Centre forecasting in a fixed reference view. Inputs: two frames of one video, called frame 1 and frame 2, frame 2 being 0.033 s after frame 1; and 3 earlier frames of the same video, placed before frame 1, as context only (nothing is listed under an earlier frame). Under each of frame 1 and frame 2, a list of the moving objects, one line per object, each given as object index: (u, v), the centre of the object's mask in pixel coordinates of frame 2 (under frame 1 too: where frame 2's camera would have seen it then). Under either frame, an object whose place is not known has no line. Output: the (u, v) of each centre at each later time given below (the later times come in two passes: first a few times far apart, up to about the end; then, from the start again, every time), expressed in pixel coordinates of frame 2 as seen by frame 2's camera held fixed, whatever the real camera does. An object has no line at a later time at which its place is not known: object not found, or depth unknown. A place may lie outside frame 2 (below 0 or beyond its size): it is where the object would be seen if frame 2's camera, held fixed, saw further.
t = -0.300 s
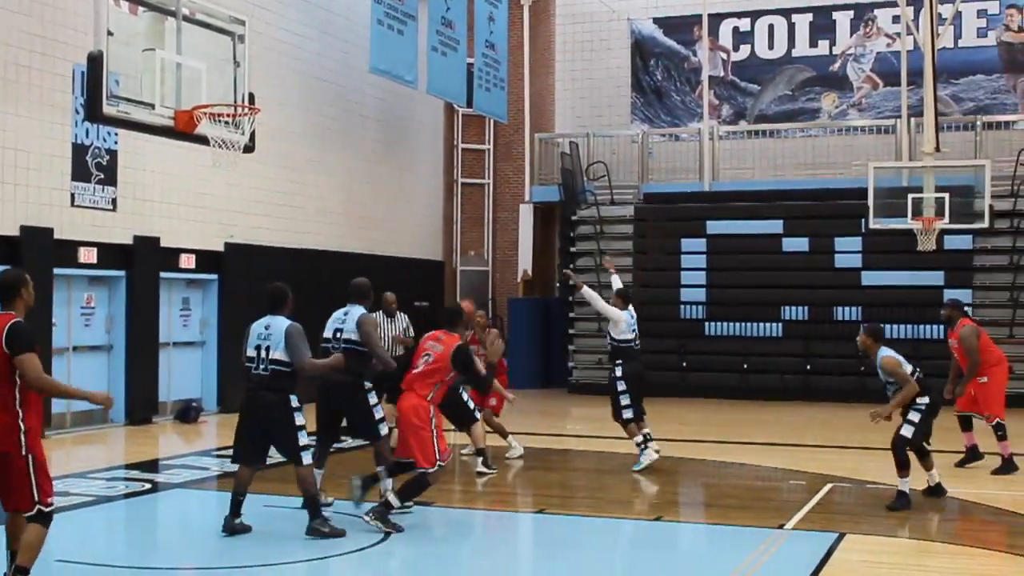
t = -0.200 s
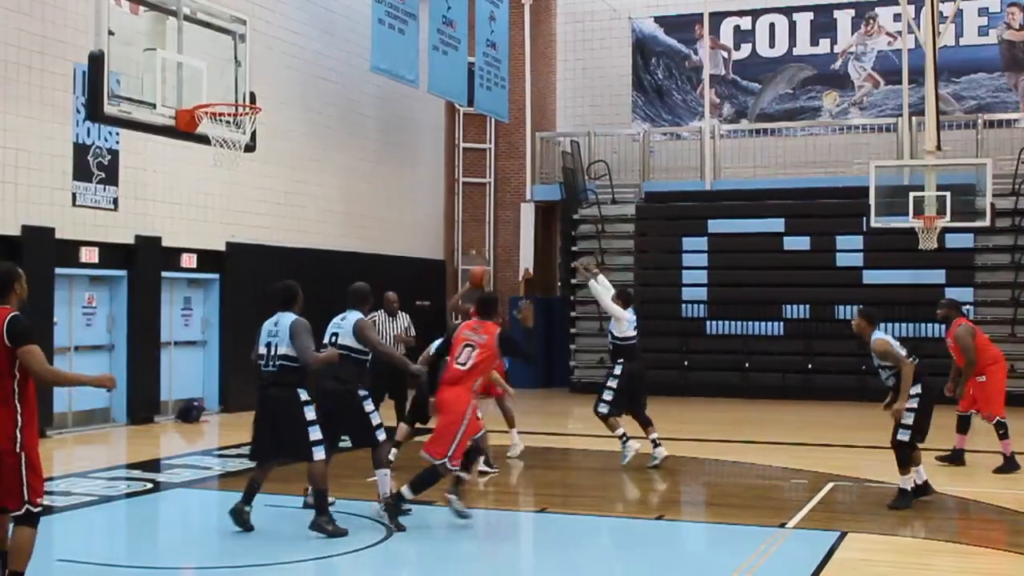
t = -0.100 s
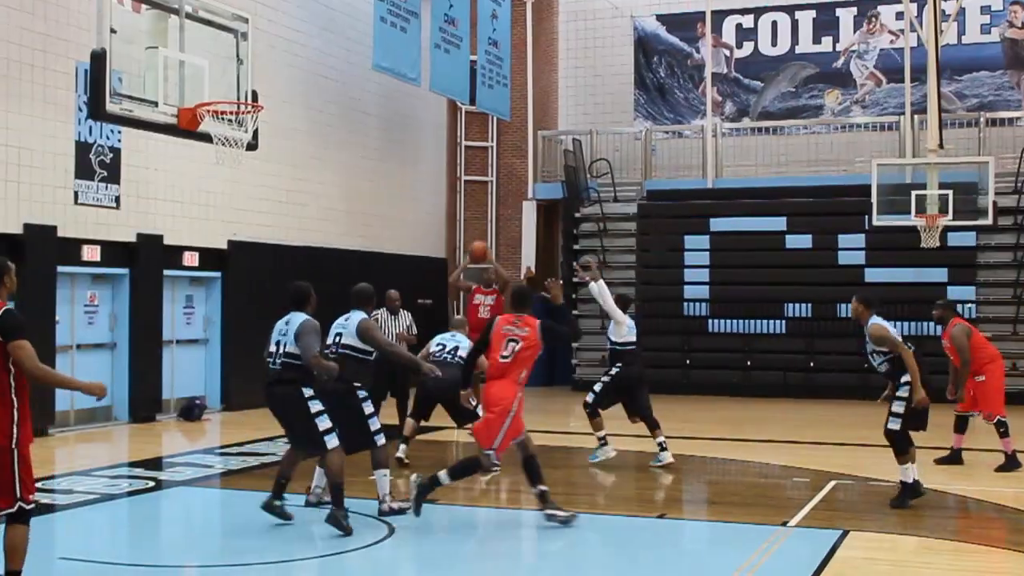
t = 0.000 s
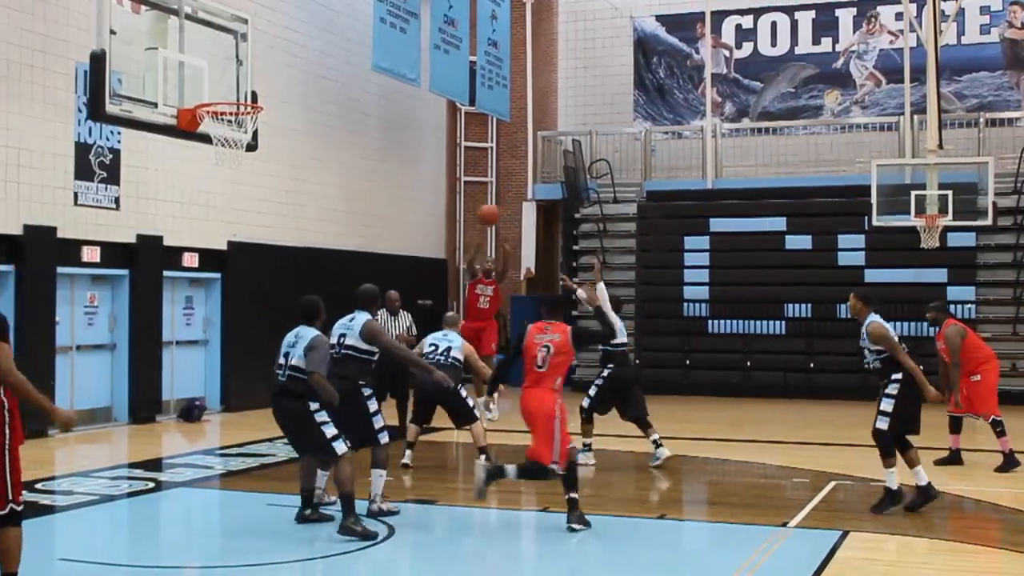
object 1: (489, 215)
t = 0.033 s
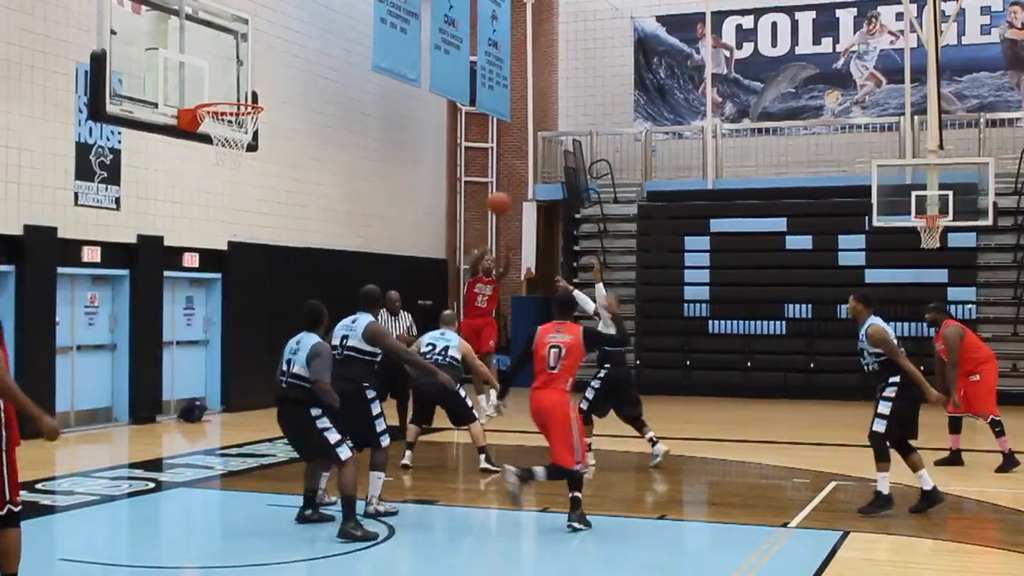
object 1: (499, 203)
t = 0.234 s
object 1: (567, 148)
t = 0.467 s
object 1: (676, 124)
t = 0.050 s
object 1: (504, 197)
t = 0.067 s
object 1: (509, 192)
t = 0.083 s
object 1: (514, 187)
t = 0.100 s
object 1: (519, 182)
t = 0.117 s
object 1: (525, 177)
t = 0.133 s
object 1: (531, 172)
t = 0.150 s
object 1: (537, 167)
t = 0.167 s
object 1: (543, 163)
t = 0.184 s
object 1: (549, 159)
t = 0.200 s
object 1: (554, 155)
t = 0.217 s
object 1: (561, 151)
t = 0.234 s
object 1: (567, 148)
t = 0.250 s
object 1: (573, 144)
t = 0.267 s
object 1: (581, 141)
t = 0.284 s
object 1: (587, 138)
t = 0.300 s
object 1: (595, 136)
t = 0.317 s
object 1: (601, 133)
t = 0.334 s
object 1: (609, 131)
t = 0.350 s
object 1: (617, 129)
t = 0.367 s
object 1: (624, 128)
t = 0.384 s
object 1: (632, 126)
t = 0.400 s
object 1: (640, 125)
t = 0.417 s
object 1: (648, 123)
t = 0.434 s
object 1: (657, 123)
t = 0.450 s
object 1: (666, 123)
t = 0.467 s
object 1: (676, 124)
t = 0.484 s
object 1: (685, 125)
